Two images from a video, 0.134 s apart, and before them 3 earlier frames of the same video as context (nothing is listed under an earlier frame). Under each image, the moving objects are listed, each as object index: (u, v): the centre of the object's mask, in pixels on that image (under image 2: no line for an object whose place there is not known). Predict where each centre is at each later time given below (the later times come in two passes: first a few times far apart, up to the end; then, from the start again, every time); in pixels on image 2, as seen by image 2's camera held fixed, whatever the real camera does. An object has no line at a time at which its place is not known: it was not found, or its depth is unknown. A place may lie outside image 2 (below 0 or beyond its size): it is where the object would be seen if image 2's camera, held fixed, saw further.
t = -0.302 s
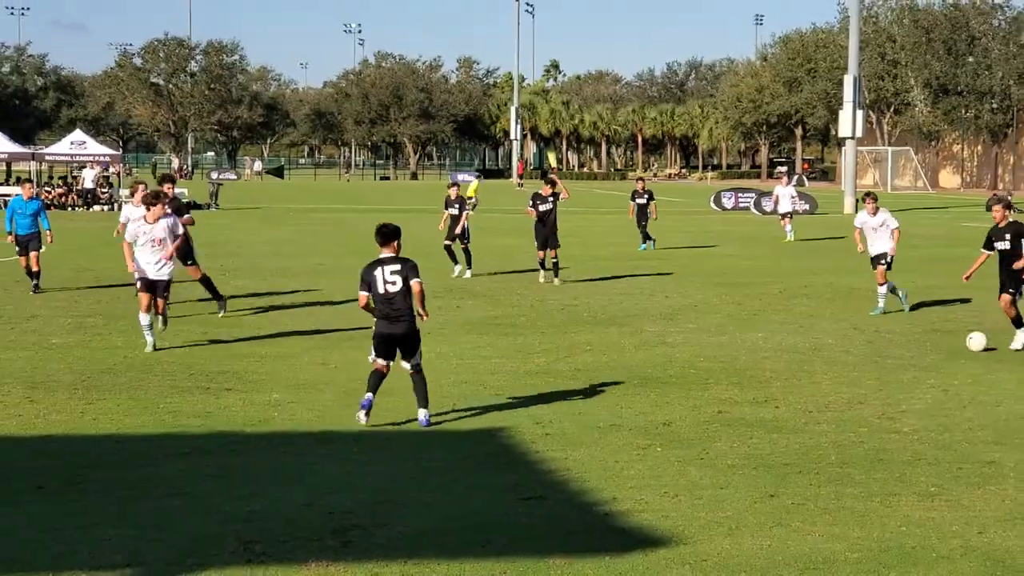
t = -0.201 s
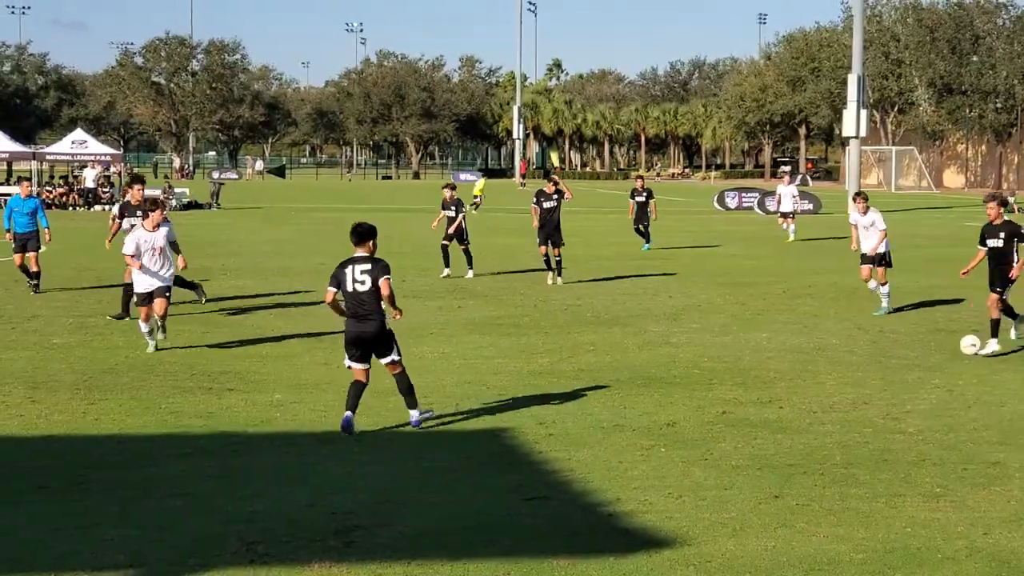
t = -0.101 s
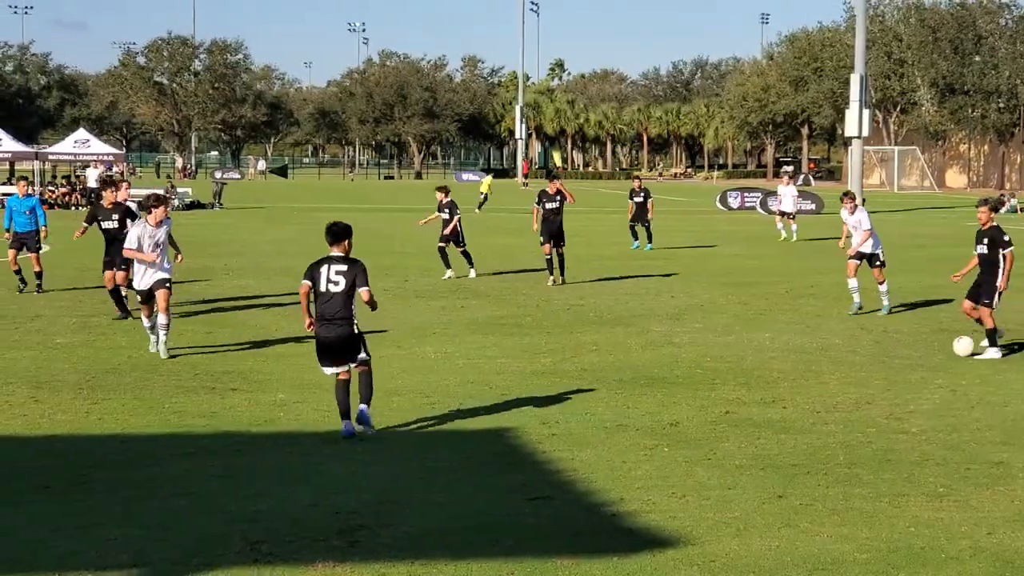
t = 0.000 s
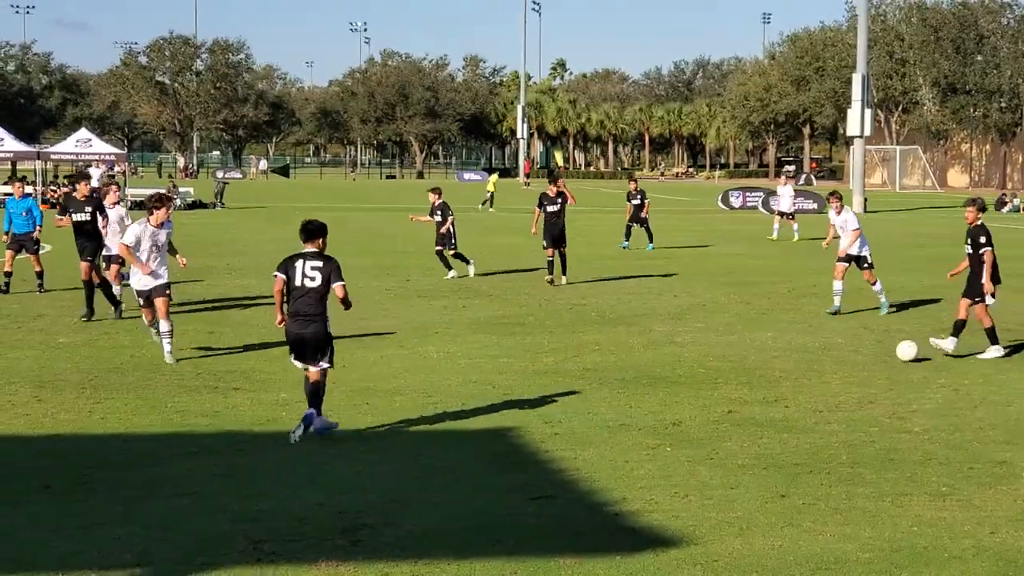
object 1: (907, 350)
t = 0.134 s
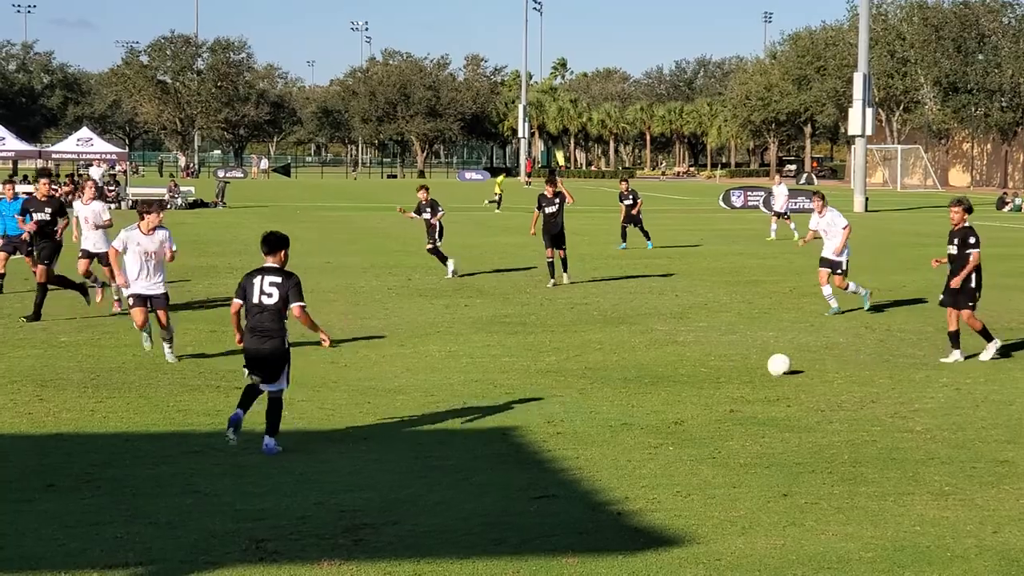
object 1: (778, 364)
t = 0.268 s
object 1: (651, 373)
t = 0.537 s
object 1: (396, 397)
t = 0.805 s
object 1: (147, 419)
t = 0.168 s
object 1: (747, 365)
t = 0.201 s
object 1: (716, 366)
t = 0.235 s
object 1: (684, 369)
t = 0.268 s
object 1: (651, 373)
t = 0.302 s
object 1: (619, 378)
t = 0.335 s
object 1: (588, 379)
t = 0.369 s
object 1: (556, 380)
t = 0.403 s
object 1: (524, 383)
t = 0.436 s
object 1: (491, 387)
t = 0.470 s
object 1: (458, 393)
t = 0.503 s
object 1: (426, 395)
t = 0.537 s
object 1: (396, 397)
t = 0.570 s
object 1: (364, 400)
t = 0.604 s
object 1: (332, 404)
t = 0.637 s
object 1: (302, 405)
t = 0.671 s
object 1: (272, 407)
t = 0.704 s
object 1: (240, 410)
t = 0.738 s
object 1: (209, 415)
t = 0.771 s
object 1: (177, 418)
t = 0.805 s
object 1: (147, 419)
